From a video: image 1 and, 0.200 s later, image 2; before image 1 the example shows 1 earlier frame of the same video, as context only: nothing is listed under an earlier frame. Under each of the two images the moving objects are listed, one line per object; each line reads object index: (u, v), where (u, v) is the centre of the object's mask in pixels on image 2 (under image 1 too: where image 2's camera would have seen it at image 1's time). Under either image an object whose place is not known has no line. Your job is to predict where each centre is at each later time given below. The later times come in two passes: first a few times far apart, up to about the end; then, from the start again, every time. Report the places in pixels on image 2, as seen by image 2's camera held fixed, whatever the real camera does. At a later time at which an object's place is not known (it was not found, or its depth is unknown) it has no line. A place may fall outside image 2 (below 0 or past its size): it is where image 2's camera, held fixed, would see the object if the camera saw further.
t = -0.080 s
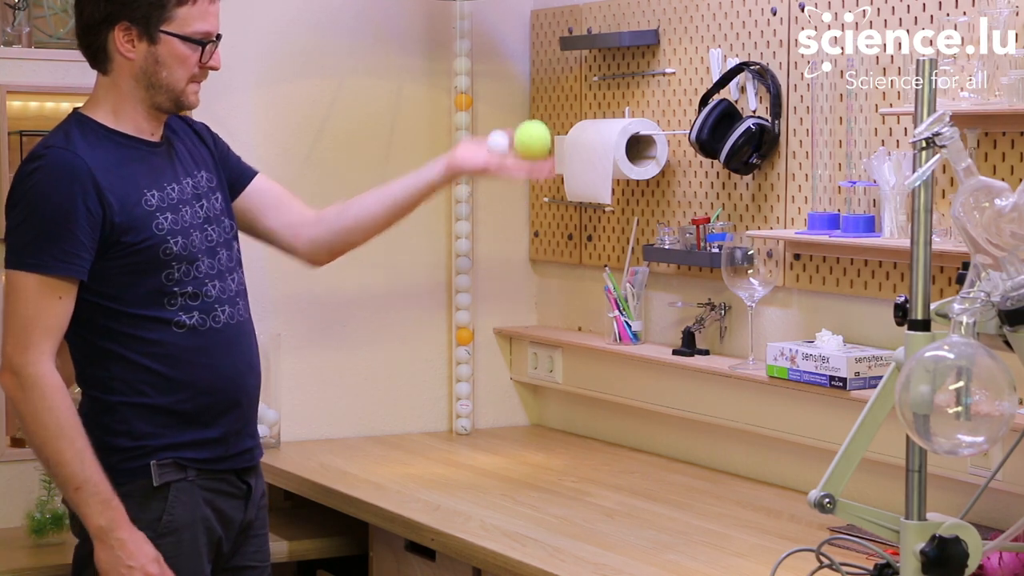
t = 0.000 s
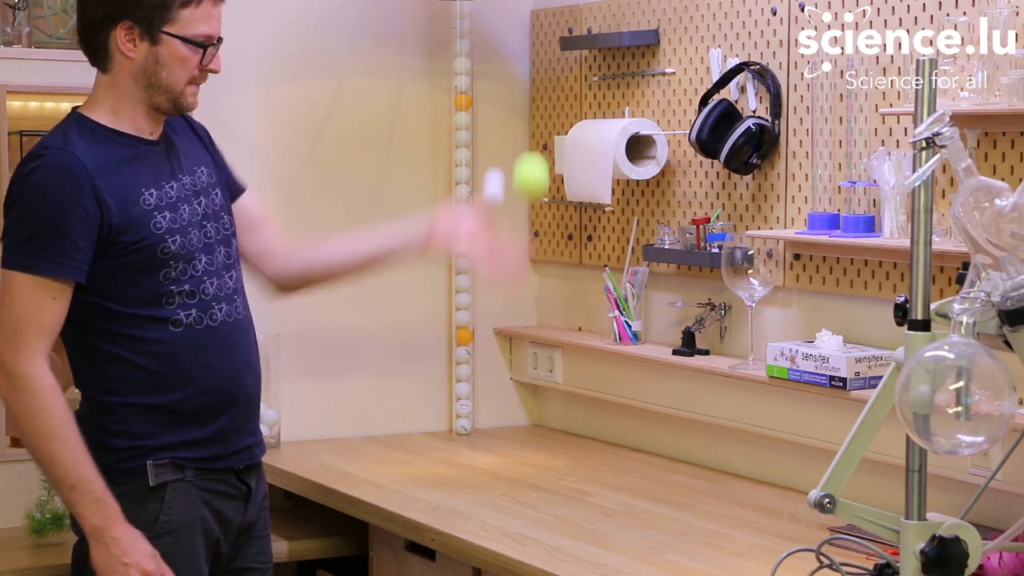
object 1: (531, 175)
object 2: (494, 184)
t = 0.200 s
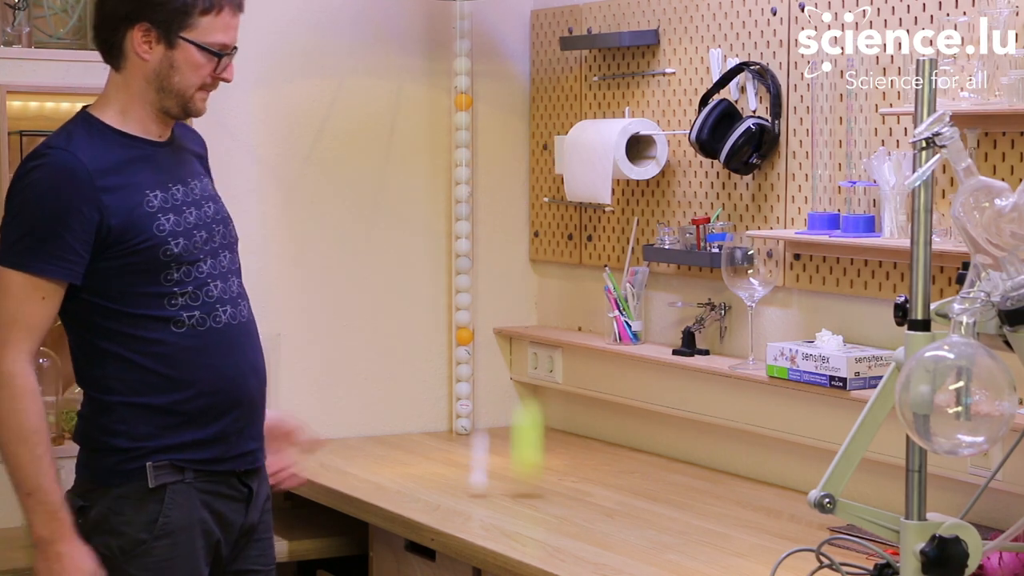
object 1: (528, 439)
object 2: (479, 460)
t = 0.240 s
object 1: (527, 452)
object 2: (479, 439)
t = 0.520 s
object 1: (528, 269)
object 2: (472, 240)
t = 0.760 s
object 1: (529, 442)
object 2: (468, 399)
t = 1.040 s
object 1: (539, 345)
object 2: (464, 302)
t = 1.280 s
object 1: (547, 424)
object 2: (464, 401)
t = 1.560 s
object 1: (553, 439)
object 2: (466, 342)
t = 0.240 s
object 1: (527, 452)
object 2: (479, 439)
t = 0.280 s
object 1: (528, 402)
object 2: (479, 385)
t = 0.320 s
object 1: (527, 359)
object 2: (478, 339)
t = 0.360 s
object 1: (528, 325)
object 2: (477, 302)
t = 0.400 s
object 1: (528, 298)
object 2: (475, 275)
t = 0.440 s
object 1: (528, 280)
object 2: (474, 253)
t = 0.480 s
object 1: (528, 270)
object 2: (473, 243)
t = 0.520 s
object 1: (528, 269)
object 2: (472, 240)
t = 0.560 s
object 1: (528, 275)
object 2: (471, 243)
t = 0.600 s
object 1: (528, 289)
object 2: (470, 255)
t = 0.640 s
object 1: (528, 315)
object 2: (469, 277)
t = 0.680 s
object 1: (528, 346)
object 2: (469, 307)
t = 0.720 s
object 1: (529, 390)
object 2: (468, 348)
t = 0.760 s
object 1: (529, 442)
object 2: (468, 399)
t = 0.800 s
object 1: (529, 449)
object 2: (465, 458)
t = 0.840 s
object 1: (531, 414)
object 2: (465, 446)
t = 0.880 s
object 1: (533, 384)
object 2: (464, 399)
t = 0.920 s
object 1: (534, 361)
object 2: (464, 363)
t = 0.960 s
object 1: (536, 348)
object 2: (464, 333)
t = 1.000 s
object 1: (537, 343)
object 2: (464, 314)
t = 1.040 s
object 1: (539, 345)
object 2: (464, 302)
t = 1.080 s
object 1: (540, 355)
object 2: (464, 299)
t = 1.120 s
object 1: (542, 375)
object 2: (464, 302)
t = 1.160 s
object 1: (544, 403)
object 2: (464, 315)
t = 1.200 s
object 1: (545, 439)
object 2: (464, 334)
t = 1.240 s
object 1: (546, 450)
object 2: (464, 364)
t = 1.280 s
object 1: (547, 424)
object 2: (464, 401)
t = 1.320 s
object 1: (548, 402)
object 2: (464, 454)
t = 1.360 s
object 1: (549, 388)
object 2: (464, 448)
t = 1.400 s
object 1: (549, 383)
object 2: (465, 411)
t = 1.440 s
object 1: (550, 385)
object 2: (464, 381)
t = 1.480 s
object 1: (551, 395)
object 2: (465, 359)
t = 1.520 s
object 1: (552, 414)
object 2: (465, 346)
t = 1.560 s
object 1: (553, 439)
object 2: (466, 342)
